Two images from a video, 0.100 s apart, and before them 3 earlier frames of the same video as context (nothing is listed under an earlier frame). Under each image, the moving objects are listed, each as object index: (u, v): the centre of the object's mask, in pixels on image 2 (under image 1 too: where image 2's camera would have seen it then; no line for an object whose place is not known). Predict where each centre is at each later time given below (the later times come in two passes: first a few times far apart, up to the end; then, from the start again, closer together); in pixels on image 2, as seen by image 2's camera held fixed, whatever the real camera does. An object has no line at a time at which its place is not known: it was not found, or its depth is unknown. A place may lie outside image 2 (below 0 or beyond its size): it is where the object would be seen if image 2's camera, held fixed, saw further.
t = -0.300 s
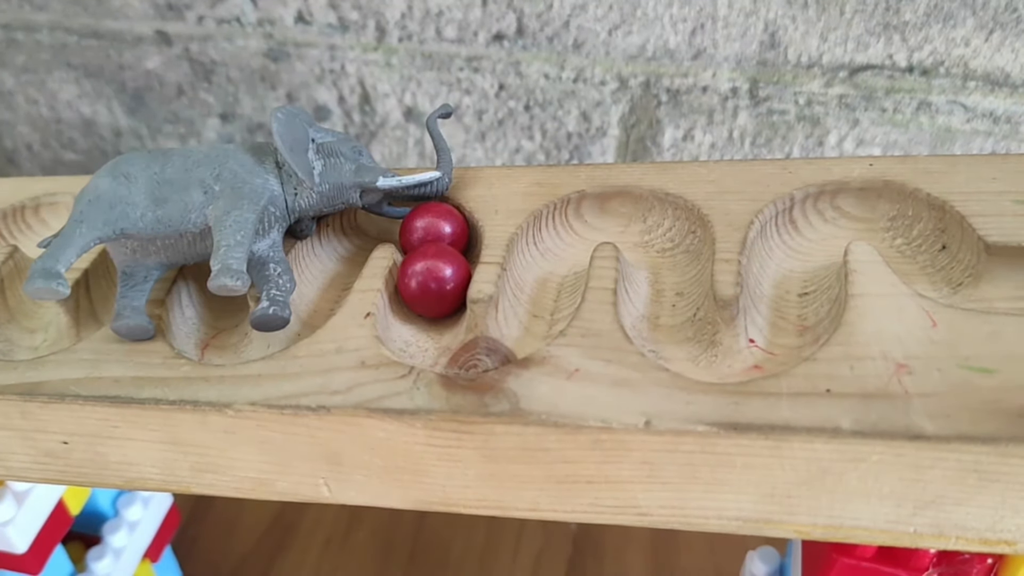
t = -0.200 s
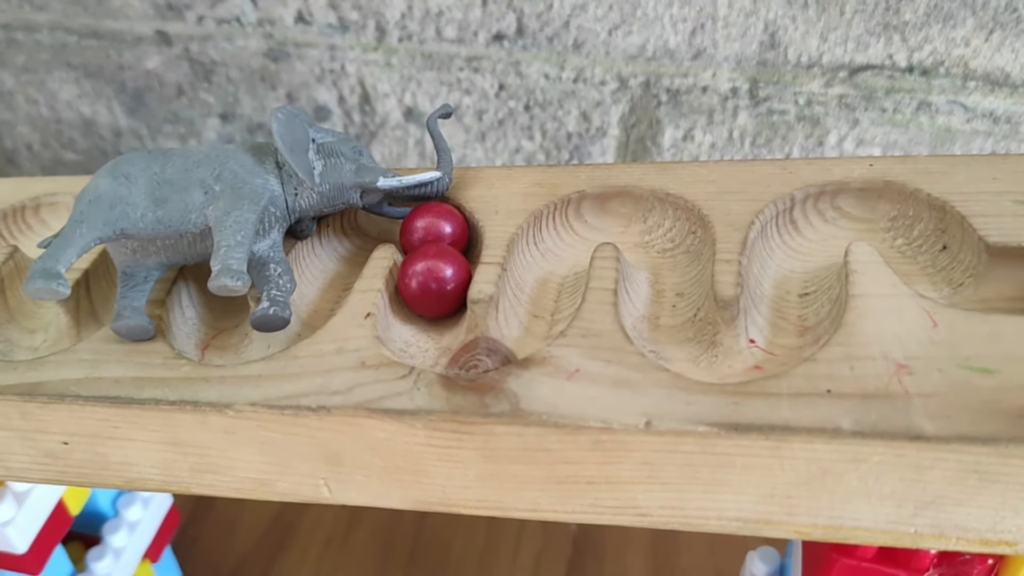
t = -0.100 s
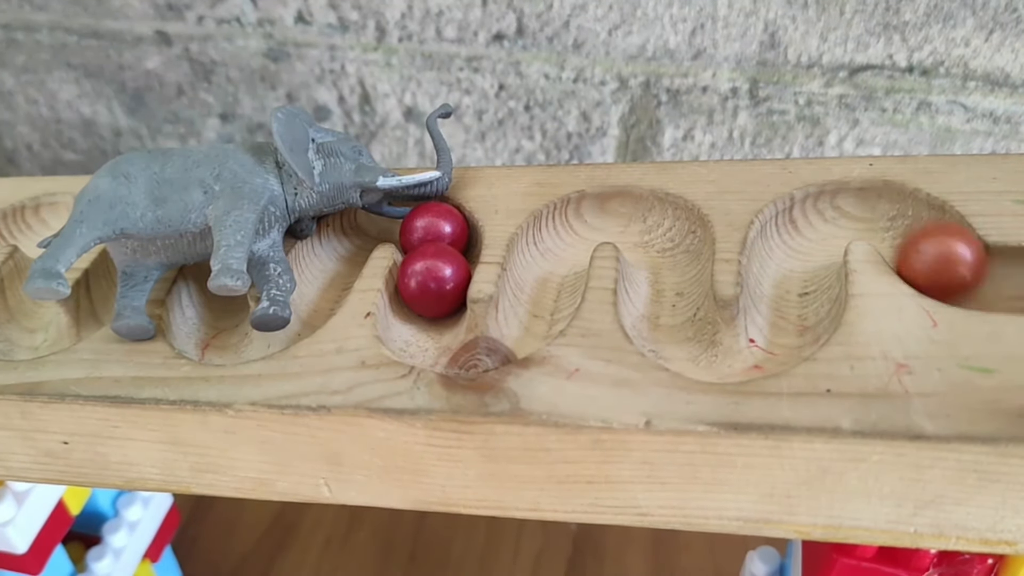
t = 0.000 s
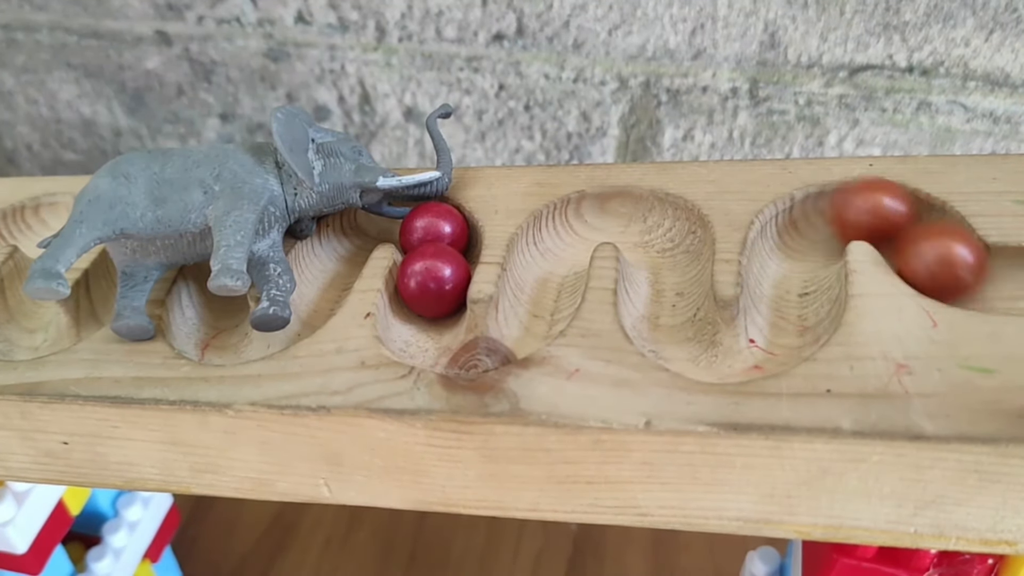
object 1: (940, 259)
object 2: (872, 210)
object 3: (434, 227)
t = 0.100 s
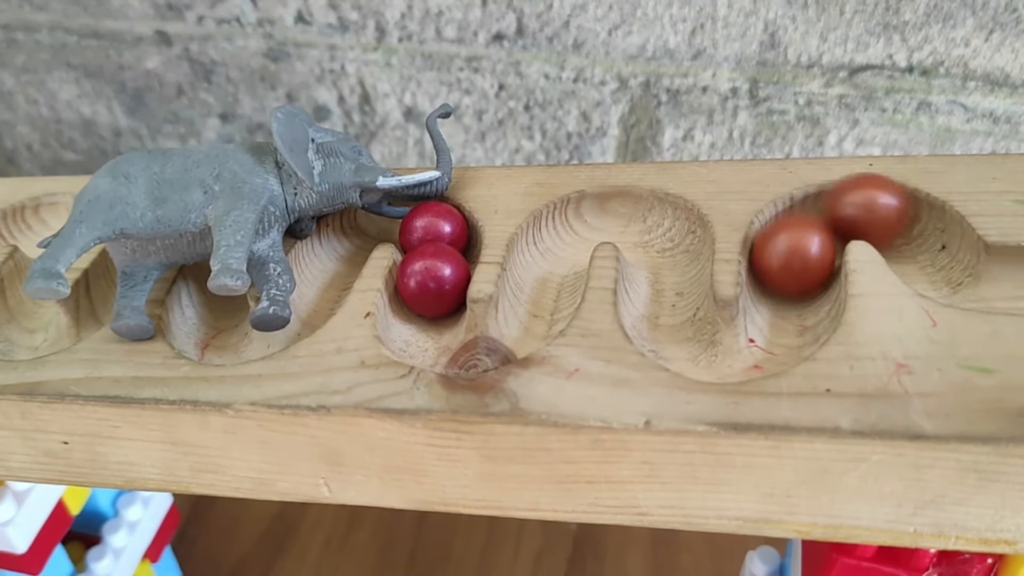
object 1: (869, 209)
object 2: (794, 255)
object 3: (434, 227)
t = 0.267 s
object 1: (793, 308)
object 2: (712, 346)
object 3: (434, 227)
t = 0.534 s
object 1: (671, 243)
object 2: (556, 243)
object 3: (434, 227)
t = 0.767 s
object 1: (519, 322)
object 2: (424, 327)
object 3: (434, 225)
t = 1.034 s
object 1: (475, 342)
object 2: (418, 316)
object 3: (422, 220)
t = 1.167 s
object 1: (475, 343)
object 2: (417, 316)
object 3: (422, 220)
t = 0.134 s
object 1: (834, 215)
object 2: (793, 283)
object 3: (434, 227)
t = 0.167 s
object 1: (802, 231)
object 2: (792, 309)
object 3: (434, 227)
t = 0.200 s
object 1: (794, 255)
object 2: (778, 329)
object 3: (434, 227)
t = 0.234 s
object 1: (796, 282)
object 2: (752, 344)
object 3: (434, 227)
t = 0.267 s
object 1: (793, 308)
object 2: (712, 346)
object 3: (434, 227)
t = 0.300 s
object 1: (780, 327)
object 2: (682, 333)
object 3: (434, 227)
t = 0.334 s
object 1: (760, 340)
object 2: (663, 307)
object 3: (434, 227)
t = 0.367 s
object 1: (723, 347)
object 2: (665, 279)
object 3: (434, 227)
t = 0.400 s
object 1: (695, 339)
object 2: (669, 251)
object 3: (434, 227)
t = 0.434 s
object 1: (673, 321)
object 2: (661, 229)
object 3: (434, 227)
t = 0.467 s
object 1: (664, 297)
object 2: (629, 219)
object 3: (435, 227)
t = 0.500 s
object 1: (665, 269)
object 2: (585, 220)
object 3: (434, 227)
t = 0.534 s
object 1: (671, 243)
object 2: (556, 243)
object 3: (434, 227)
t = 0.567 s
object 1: (655, 228)
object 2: (545, 271)
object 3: (434, 227)
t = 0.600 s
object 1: (623, 216)
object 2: (539, 297)
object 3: (435, 227)
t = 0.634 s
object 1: (579, 223)
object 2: (525, 318)
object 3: (434, 227)
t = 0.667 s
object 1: (553, 250)
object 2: (500, 335)
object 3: (434, 227)
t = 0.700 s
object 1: (542, 277)
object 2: (468, 344)
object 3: (434, 227)
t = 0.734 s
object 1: (538, 302)
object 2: (440, 336)
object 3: (434, 227)
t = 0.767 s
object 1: (519, 322)
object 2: (424, 327)
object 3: (434, 225)
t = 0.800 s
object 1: (490, 338)
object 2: (421, 323)
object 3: (427, 222)
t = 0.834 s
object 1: (474, 343)
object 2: (416, 316)
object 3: (423, 220)
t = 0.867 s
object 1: (473, 343)
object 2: (417, 315)
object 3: (422, 219)
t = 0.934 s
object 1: (475, 342)
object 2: (417, 316)
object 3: (422, 220)
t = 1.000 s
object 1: (475, 342)
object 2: (418, 316)
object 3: (422, 220)
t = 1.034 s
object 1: (475, 342)
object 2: (418, 316)
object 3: (422, 220)
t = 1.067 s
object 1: (475, 343)
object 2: (418, 316)
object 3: (422, 220)
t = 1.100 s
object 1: (475, 343)
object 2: (418, 316)
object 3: (422, 220)
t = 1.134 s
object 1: (475, 343)
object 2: (417, 316)
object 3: (421, 220)
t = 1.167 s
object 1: (475, 343)
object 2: (417, 316)
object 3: (422, 220)
